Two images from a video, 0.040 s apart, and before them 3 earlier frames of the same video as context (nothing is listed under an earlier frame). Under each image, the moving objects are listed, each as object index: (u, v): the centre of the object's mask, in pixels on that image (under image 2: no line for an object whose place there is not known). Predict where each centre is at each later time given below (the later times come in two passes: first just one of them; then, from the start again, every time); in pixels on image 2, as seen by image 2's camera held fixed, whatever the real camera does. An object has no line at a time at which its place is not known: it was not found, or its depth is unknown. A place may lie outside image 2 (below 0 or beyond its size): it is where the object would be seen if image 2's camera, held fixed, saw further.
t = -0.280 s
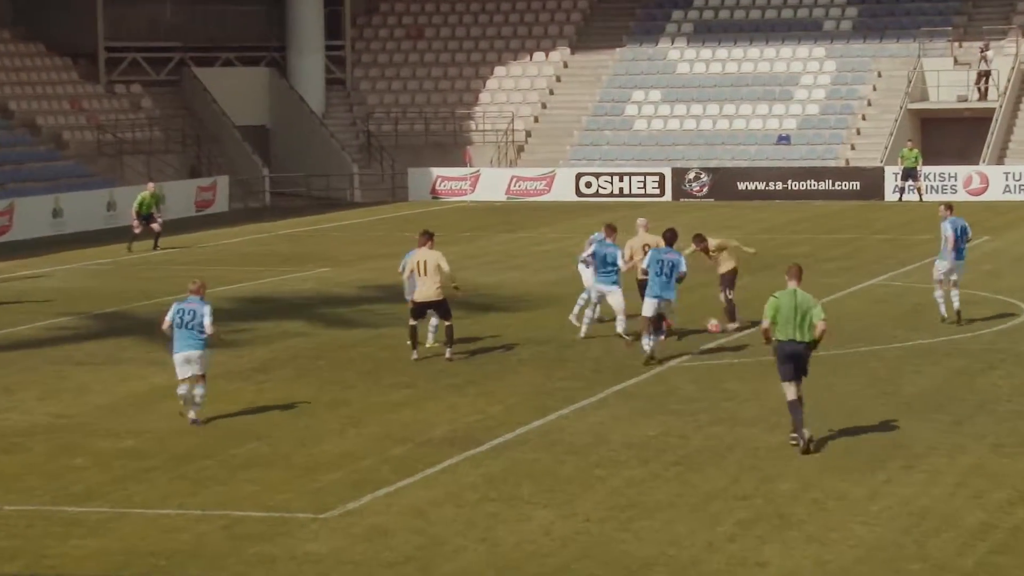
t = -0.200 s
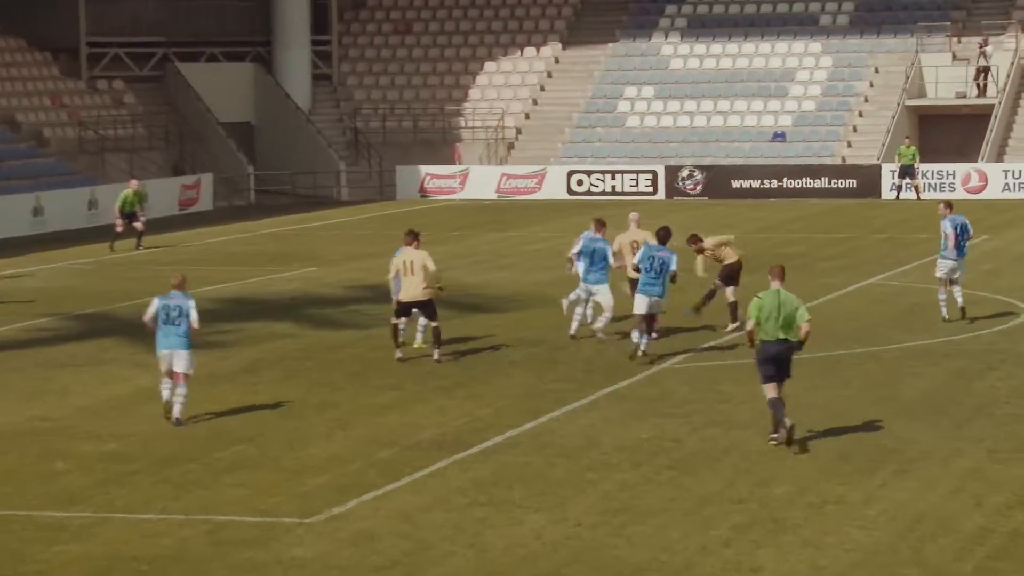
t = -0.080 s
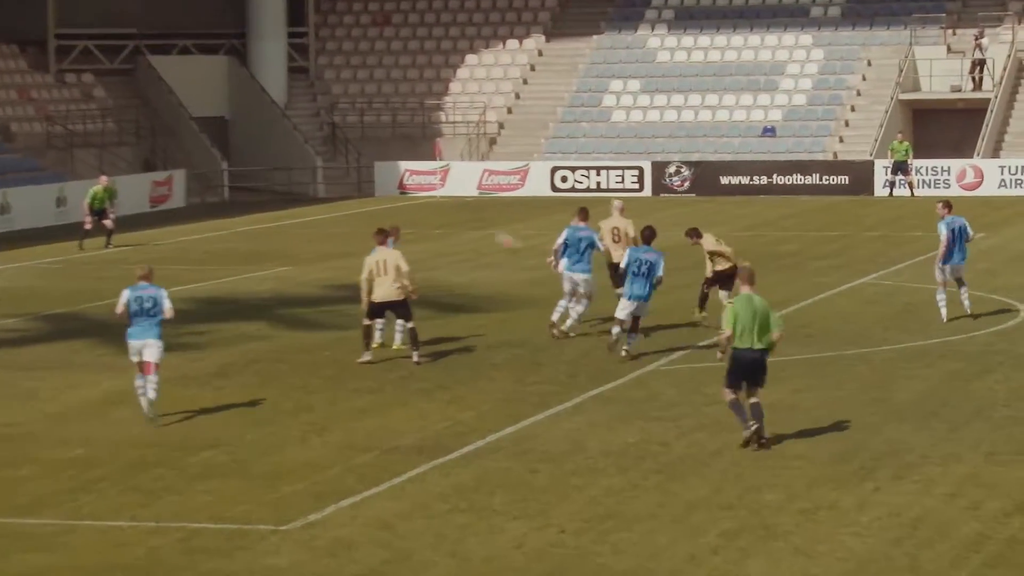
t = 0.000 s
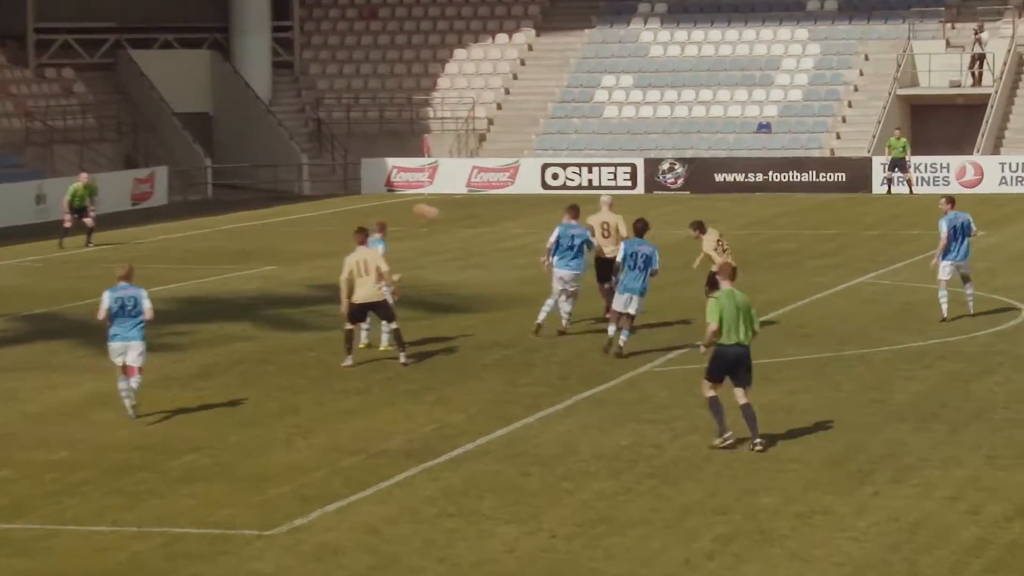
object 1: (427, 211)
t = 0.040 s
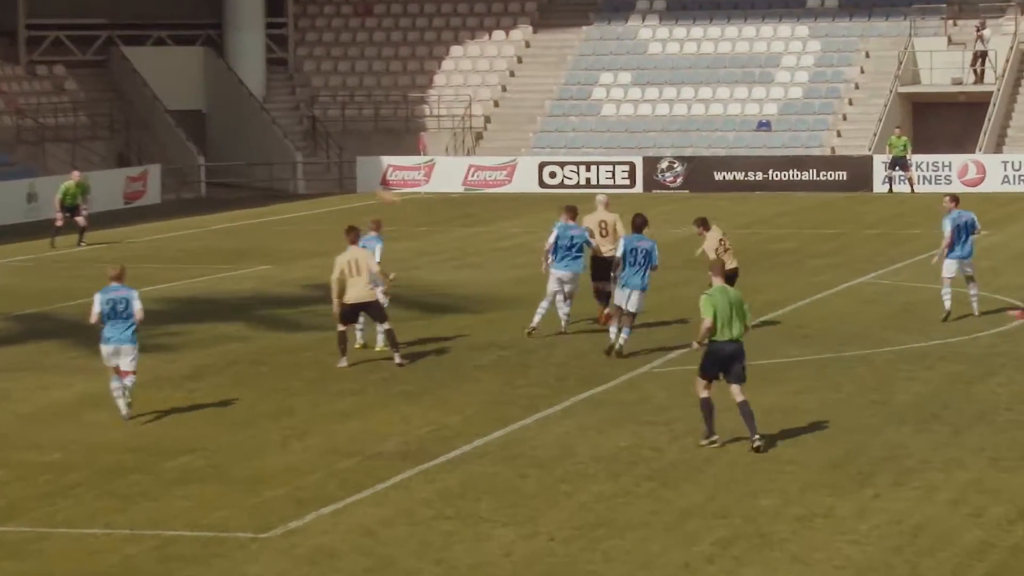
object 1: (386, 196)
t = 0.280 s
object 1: (204, 129)
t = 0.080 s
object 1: (351, 183)
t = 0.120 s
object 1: (318, 170)
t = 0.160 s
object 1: (283, 158)
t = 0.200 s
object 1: (250, 149)
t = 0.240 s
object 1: (224, 139)
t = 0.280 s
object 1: (204, 129)
